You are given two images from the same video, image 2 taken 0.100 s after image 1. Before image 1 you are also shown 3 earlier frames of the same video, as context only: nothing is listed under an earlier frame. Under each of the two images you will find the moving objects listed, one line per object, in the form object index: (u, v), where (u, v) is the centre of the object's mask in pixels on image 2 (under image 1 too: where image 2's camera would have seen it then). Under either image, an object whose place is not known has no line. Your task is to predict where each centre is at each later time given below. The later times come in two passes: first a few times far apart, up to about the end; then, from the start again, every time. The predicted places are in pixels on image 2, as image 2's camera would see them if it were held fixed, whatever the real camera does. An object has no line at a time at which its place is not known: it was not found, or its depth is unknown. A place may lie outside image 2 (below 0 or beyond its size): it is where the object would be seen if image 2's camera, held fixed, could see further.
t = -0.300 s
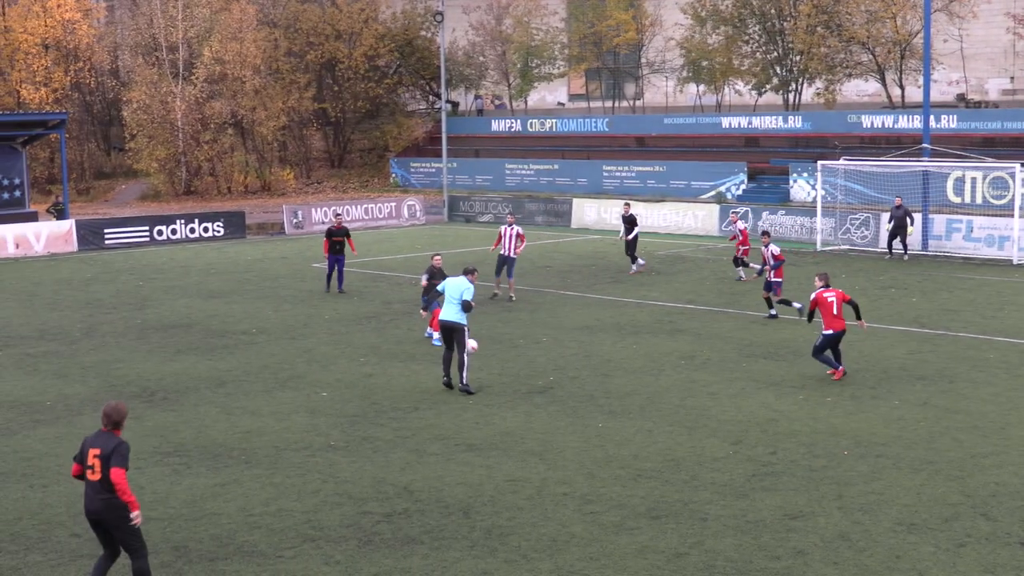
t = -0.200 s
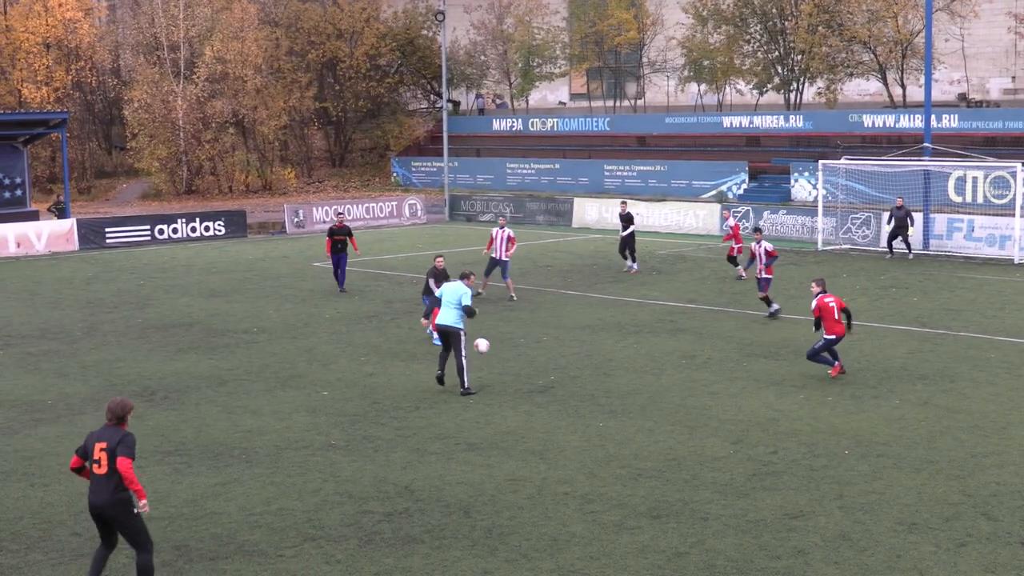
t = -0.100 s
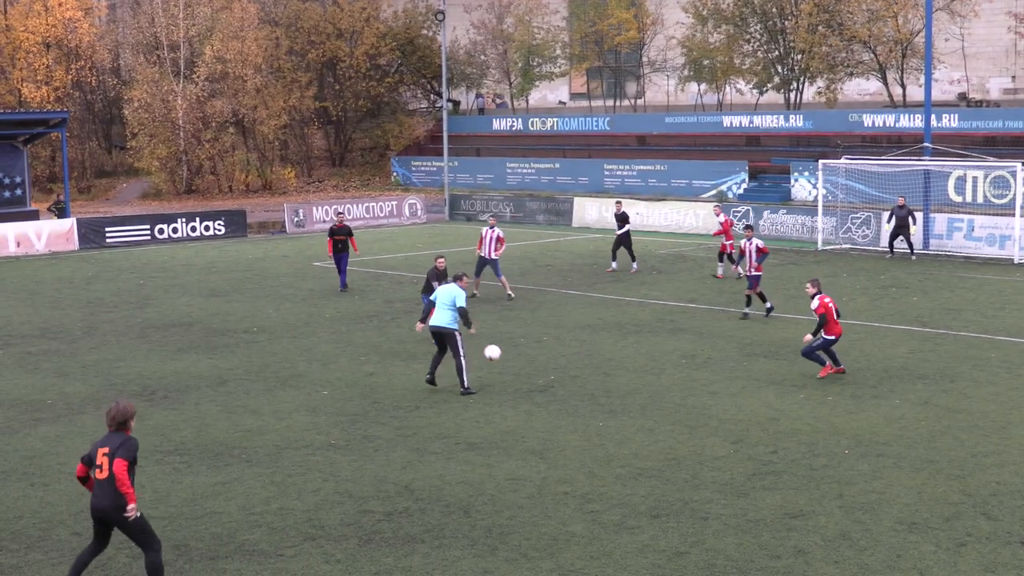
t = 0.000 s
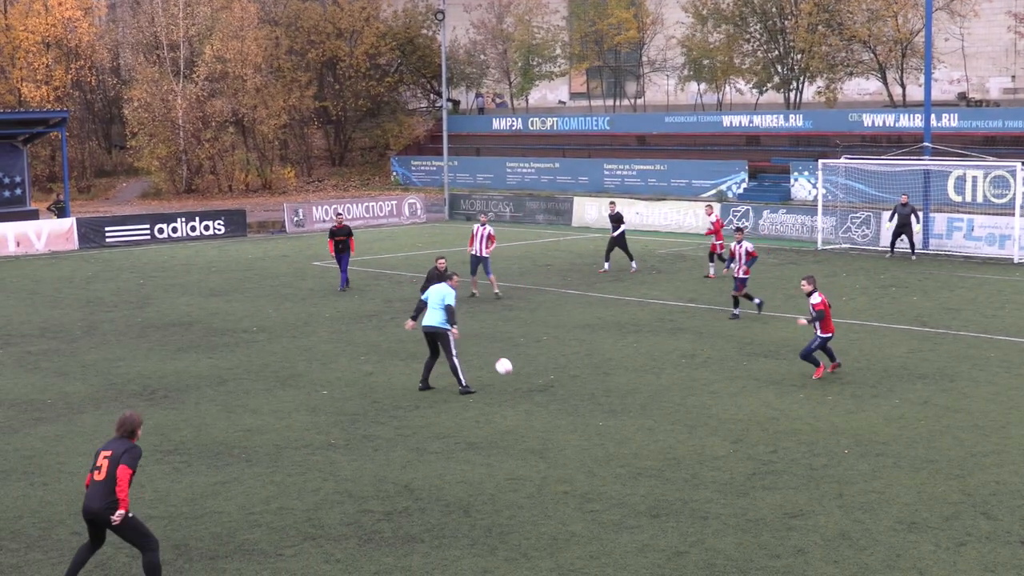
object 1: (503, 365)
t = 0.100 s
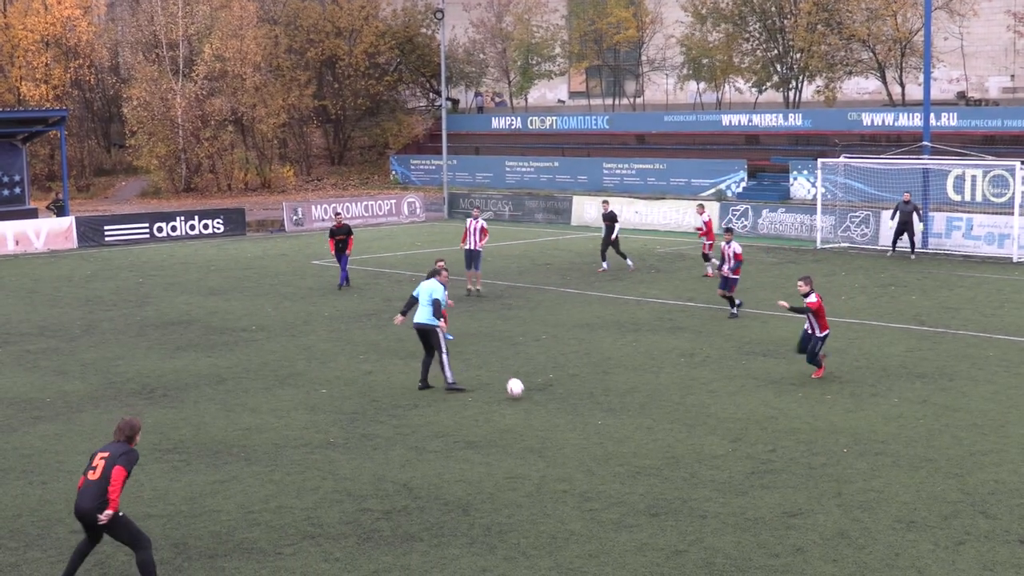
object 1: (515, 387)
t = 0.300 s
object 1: (538, 385)
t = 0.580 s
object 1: (573, 418)
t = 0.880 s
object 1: (614, 437)
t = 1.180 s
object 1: (660, 456)
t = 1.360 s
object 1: (692, 472)
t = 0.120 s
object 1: (518, 392)
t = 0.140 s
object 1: (520, 391)
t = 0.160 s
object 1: (522, 389)
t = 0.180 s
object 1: (524, 388)
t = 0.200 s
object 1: (527, 386)
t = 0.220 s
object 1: (529, 385)
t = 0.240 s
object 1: (531, 385)
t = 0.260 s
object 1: (534, 384)
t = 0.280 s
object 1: (536, 385)
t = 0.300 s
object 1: (538, 385)
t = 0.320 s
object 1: (540, 386)
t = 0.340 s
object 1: (543, 387)
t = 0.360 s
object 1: (545, 388)
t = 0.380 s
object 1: (548, 390)
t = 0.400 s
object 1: (550, 391)
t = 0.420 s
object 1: (552, 393)
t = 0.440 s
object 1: (555, 396)
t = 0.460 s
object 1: (557, 399)
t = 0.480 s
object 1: (560, 402)
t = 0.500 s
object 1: (563, 406)
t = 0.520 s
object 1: (565, 409)
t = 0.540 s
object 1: (568, 414)
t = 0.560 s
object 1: (570, 418)
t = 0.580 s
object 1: (573, 418)
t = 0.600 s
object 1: (575, 416)
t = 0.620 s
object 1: (578, 415)
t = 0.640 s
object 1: (581, 415)
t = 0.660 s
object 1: (583, 415)
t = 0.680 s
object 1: (586, 415)
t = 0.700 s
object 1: (588, 416)
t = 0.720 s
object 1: (591, 417)
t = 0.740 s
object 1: (594, 418)
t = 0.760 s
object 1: (597, 420)
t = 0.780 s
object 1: (599, 422)
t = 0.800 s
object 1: (602, 424)
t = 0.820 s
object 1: (605, 427)
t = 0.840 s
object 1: (608, 430)
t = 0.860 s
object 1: (611, 433)
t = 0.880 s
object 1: (614, 437)
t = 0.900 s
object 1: (617, 440)
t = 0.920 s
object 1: (619, 440)
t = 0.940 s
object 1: (622, 439)
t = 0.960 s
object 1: (625, 439)
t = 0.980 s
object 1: (628, 440)
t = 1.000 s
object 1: (631, 441)
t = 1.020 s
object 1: (634, 442)
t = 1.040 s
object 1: (637, 444)
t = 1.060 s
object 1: (640, 446)
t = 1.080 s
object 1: (643, 448)
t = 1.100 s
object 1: (647, 451)
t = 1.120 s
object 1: (650, 454)
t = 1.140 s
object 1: (653, 456)
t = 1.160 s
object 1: (657, 456)
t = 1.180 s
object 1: (660, 456)
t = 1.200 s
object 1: (663, 457)
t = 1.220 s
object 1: (667, 458)
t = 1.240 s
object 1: (670, 459)
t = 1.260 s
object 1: (673, 461)
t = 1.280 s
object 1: (677, 463)
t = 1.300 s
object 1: (681, 466)
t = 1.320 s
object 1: (684, 469)
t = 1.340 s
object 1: (688, 471)
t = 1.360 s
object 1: (692, 472)
